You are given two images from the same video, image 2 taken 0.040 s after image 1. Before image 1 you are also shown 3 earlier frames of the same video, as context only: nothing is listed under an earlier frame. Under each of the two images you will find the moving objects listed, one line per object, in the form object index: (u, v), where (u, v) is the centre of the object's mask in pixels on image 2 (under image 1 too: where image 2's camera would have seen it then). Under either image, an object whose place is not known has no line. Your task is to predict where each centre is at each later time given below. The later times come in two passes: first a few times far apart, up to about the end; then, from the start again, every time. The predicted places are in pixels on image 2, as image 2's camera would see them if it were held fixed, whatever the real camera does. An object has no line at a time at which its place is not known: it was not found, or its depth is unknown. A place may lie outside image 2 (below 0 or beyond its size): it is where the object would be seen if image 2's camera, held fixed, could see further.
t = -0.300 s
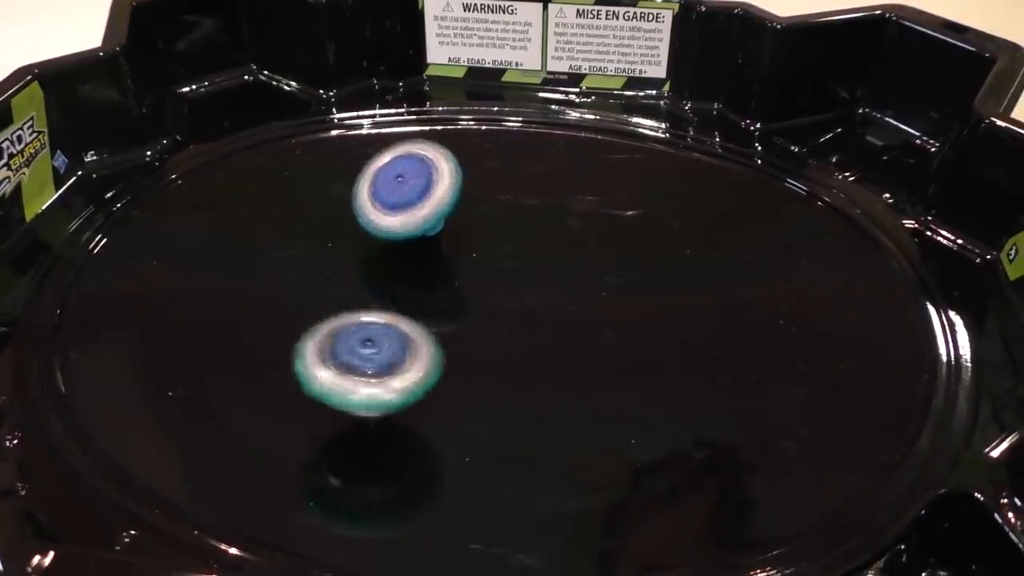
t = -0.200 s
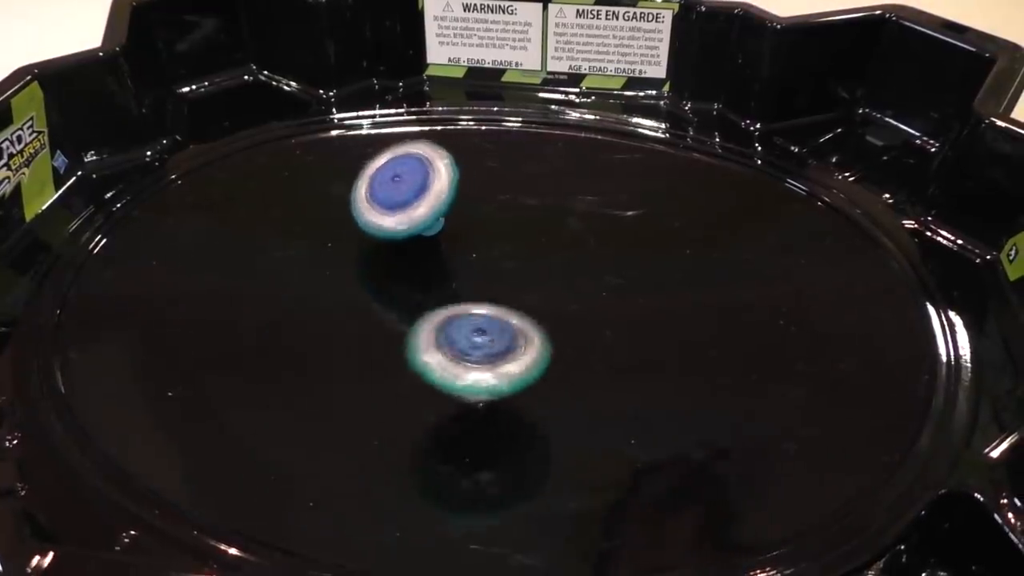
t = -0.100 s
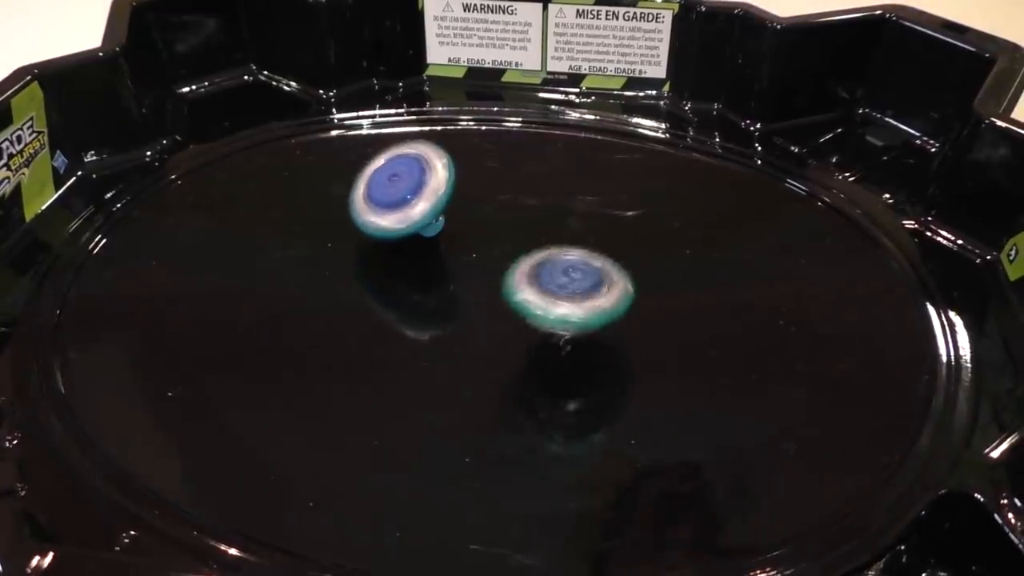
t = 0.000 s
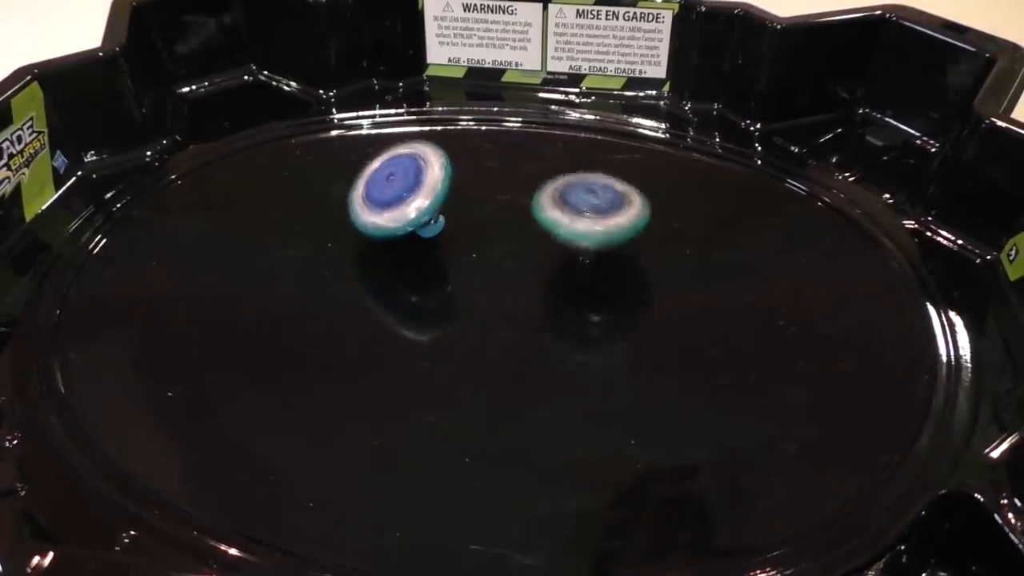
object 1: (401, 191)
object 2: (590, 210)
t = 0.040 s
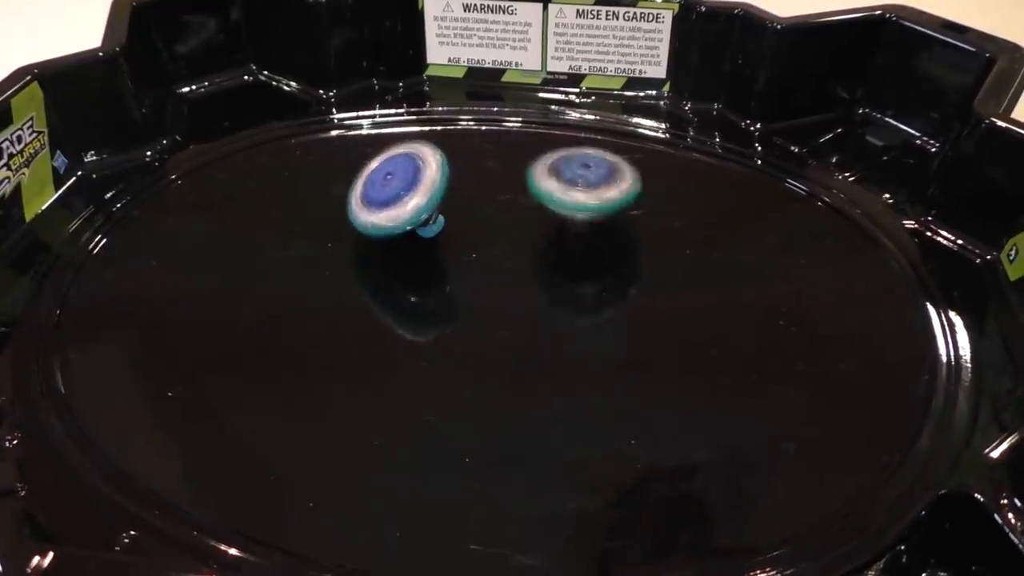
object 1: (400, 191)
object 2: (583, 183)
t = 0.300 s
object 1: (397, 195)
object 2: (382, 101)
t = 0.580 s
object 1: (403, 198)
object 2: (76, 361)
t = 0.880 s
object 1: (410, 194)
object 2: (954, 272)
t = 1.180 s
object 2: (397, 108)
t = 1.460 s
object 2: (61, 207)
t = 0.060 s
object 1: (400, 191)
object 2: (577, 170)
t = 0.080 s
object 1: (400, 191)
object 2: (569, 160)
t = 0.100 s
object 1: (400, 191)
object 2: (560, 150)
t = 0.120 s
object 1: (399, 191)
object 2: (549, 141)
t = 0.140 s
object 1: (399, 191)
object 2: (536, 134)
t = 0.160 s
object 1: (398, 191)
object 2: (522, 128)
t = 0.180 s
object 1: (398, 191)
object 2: (506, 123)
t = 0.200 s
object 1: (398, 191)
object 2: (488, 119)
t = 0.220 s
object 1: (398, 191)
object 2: (469, 116)
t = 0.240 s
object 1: (397, 191)
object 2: (448, 113)
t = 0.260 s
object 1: (396, 194)
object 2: (426, 109)
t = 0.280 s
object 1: (396, 194)
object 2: (405, 105)
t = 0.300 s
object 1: (397, 195)
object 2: (382, 101)
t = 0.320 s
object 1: (399, 198)
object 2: (356, 98)
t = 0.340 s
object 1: (402, 199)
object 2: (328, 95)
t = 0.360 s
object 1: (402, 200)
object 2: (299, 97)
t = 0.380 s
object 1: (401, 200)
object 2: (271, 105)
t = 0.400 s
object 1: (400, 200)
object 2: (244, 116)
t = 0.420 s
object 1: (401, 199)
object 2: (215, 130)
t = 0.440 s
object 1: (401, 199)
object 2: (184, 145)
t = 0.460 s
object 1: (402, 199)
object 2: (153, 164)
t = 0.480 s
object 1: (402, 199)
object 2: (123, 187)
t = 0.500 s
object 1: (402, 199)
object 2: (96, 213)
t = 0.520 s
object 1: (402, 199)
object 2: (75, 245)
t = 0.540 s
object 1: (402, 198)
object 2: (67, 282)
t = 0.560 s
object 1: (403, 198)
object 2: (67, 321)
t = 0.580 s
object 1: (403, 198)
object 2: (76, 361)
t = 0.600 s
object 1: (404, 197)
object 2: (100, 397)
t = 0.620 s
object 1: (404, 197)
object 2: (147, 430)
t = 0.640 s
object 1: (404, 197)
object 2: (209, 459)
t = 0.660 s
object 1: (404, 196)
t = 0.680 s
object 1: (405, 196)
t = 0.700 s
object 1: (405, 196)
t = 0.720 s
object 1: (406, 196)
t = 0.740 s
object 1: (406, 196)
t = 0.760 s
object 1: (406, 195)
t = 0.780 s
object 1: (407, 195)
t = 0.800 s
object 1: (407, 195)
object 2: (852, 425)
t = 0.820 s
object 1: (407, 195)
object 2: (908, 393)
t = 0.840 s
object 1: (408, 194)
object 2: (939, 347)
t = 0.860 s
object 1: (408, 193)
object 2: (946, 304)
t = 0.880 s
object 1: (410, 194)
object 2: (954, 272)
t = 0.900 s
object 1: (412, 195)
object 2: (960, 239)
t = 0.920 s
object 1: (411, 195)
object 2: (955, 208)
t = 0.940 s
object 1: (406, 195)
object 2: (907, 194)
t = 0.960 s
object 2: (852, 188)
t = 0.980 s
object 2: (799, 190)
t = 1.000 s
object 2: (748, 189)
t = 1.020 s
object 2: (698, 178)
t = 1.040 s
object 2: (648, 171)
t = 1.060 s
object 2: (599, 160)
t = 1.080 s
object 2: (552, 152)
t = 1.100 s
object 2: (505, 146)
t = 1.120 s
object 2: (472, 133)
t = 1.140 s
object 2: (444, 119)
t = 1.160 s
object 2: (420, 109)
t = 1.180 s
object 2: (397, 108)
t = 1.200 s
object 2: (376, 114)
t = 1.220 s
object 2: (351, 107)
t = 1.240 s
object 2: (324, 101)
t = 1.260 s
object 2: (298, 103)
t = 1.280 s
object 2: (271, 107)
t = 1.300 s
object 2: (244, 106)
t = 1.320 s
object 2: (217, 112)
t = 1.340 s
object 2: (194, 122)
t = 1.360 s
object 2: (171, 135)
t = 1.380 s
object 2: (147, 148)
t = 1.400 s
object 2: (124, 162)
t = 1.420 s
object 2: (104, 176)
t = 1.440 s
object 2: (80, 192)
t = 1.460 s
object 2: (61, 207)
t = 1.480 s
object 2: (44, 222)
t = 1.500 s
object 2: (31, 237)
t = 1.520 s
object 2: (28, 248)
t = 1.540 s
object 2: (43, 251)
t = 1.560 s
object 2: (59, 258)
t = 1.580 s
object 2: (85, 269)
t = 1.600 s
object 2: (113, 282)
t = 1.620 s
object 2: (144, 293)
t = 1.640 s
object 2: (180, 304)
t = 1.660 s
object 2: (219, 316)
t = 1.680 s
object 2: (267, 325)
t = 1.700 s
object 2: (315, 332)
